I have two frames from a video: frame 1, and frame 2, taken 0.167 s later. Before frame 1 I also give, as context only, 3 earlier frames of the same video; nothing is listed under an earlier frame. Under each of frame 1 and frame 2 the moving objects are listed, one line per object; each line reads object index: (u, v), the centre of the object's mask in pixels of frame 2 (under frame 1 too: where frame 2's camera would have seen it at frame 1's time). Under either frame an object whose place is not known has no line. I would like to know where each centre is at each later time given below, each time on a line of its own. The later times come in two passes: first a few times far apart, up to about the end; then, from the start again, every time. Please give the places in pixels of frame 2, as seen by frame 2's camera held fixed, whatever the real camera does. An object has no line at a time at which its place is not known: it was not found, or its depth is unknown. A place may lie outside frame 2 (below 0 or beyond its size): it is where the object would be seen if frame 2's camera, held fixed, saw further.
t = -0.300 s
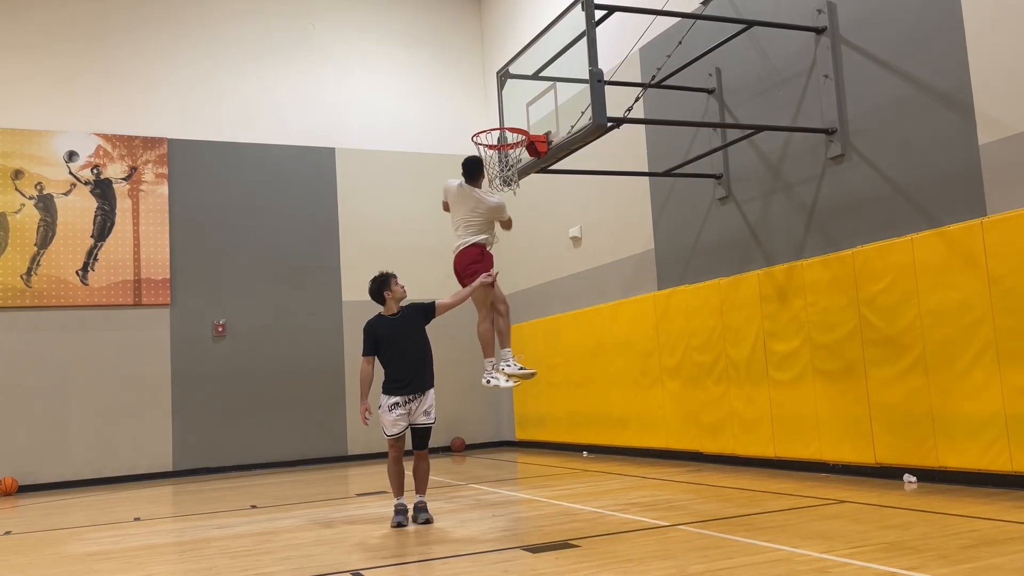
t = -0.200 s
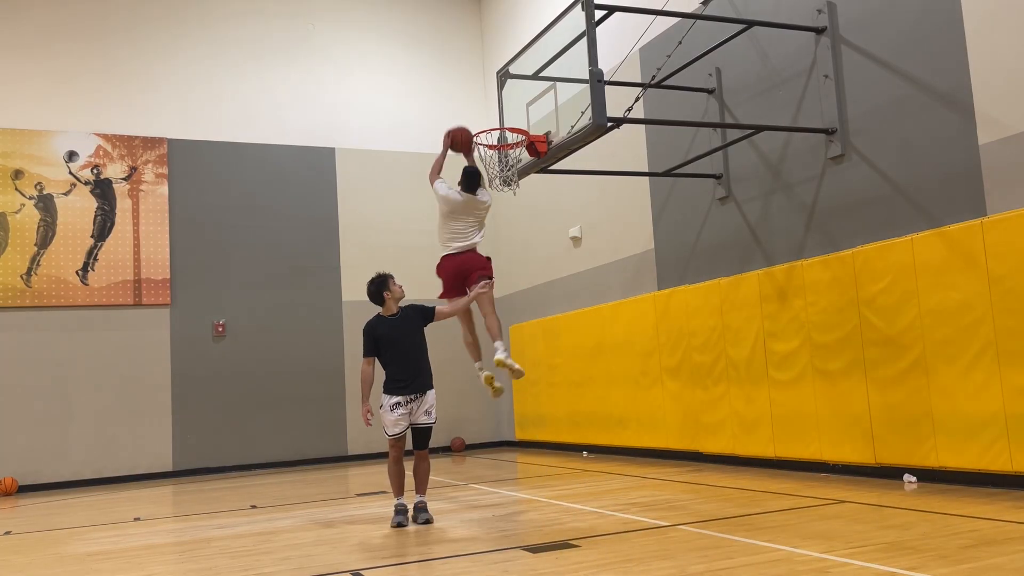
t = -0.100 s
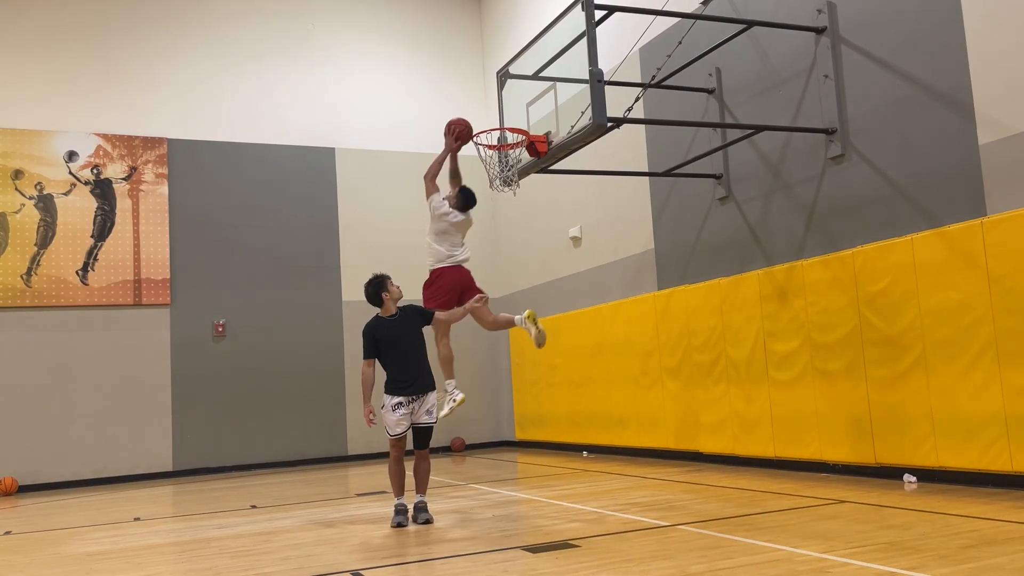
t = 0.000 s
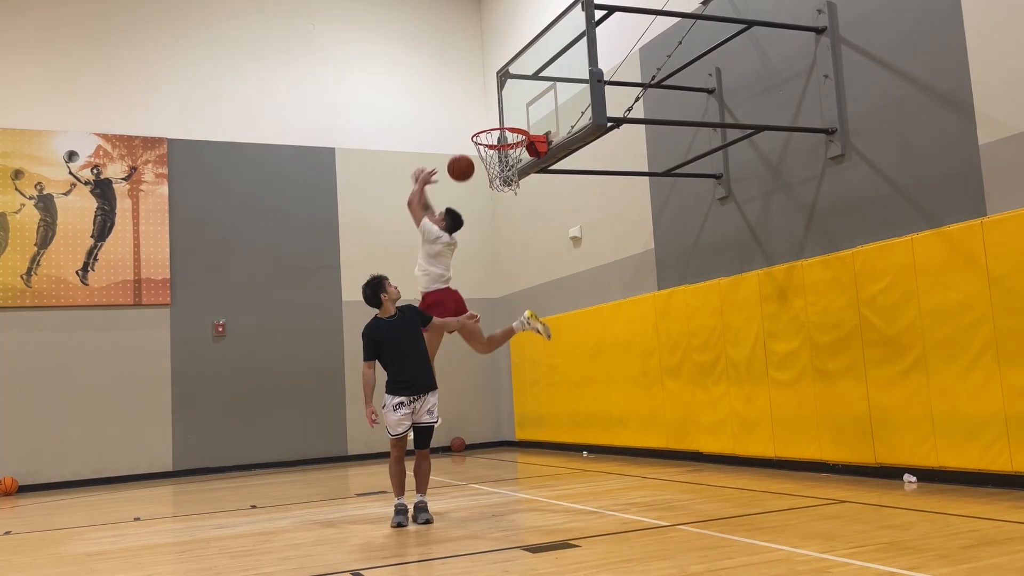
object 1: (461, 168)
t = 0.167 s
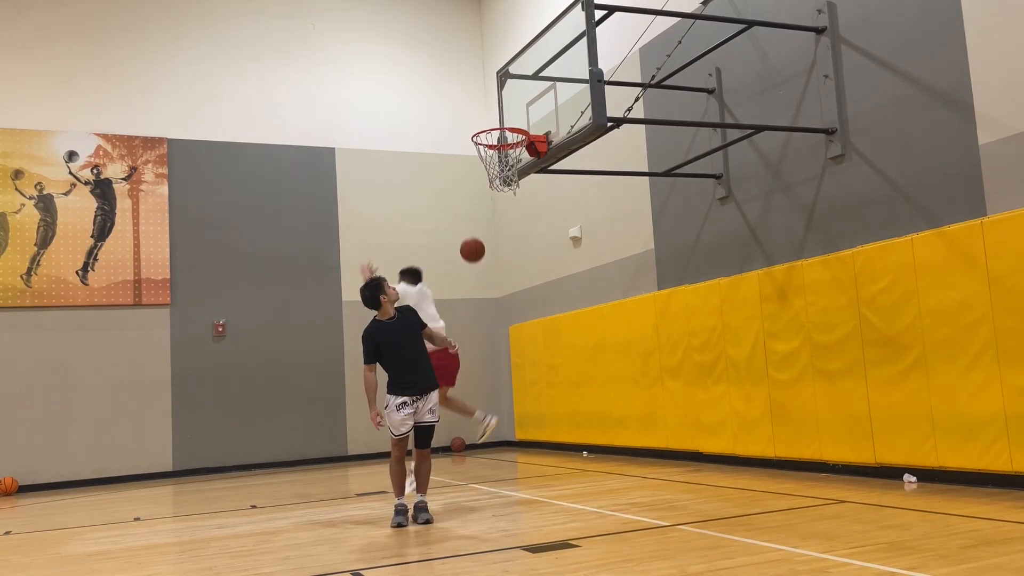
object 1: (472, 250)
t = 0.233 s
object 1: (477, 286)
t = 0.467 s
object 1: (494, 432)
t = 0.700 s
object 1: (488, 386)
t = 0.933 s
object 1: (479, 331)
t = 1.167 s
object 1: (474, 325)
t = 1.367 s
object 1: (471, 353)
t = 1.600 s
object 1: (470, 422)
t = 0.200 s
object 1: (475, 268)
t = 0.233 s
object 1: (477, 286)
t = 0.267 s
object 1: (479, 305)
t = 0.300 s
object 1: (482, 325)
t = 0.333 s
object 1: (484, 345)
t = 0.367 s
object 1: (487, 366)
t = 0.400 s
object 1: (489, 388)
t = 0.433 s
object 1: (492, 410)
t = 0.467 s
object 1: (494, 432)
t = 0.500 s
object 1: (496, 454)
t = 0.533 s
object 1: (497, 460)
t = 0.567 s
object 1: (495, 443)
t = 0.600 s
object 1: (493, 427)
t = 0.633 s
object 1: (491, 412)
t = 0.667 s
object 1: (490, 398)
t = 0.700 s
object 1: (488, 386)
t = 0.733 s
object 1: (487, 375)
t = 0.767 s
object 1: (485, 365)
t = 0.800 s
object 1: (484, 356)
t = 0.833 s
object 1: (482, 348)
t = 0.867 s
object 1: (481, 342)
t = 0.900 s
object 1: (480, 336)
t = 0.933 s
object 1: (479, 331)
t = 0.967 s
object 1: (478, 328)
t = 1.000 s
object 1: (477, 325)
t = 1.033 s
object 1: (476, 323)
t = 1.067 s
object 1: (476, 322)
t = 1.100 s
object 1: (475, 322)
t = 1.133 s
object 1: (474, 323)
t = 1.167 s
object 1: (474, 325)
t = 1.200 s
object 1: (473, 328)
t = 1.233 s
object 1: (473, 331)
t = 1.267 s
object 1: (472, 336)
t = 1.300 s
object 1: (472, 341)
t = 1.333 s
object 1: (471, 347)
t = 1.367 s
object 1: (471, 353)
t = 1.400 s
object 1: (471, 361)
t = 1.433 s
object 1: (471, 369)
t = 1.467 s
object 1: (470, 378)
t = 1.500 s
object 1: (470, 388)
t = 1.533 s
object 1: (470, 398)
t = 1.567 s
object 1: (470, 410)
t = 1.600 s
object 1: (470, 422)
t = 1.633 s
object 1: (471, 434)
